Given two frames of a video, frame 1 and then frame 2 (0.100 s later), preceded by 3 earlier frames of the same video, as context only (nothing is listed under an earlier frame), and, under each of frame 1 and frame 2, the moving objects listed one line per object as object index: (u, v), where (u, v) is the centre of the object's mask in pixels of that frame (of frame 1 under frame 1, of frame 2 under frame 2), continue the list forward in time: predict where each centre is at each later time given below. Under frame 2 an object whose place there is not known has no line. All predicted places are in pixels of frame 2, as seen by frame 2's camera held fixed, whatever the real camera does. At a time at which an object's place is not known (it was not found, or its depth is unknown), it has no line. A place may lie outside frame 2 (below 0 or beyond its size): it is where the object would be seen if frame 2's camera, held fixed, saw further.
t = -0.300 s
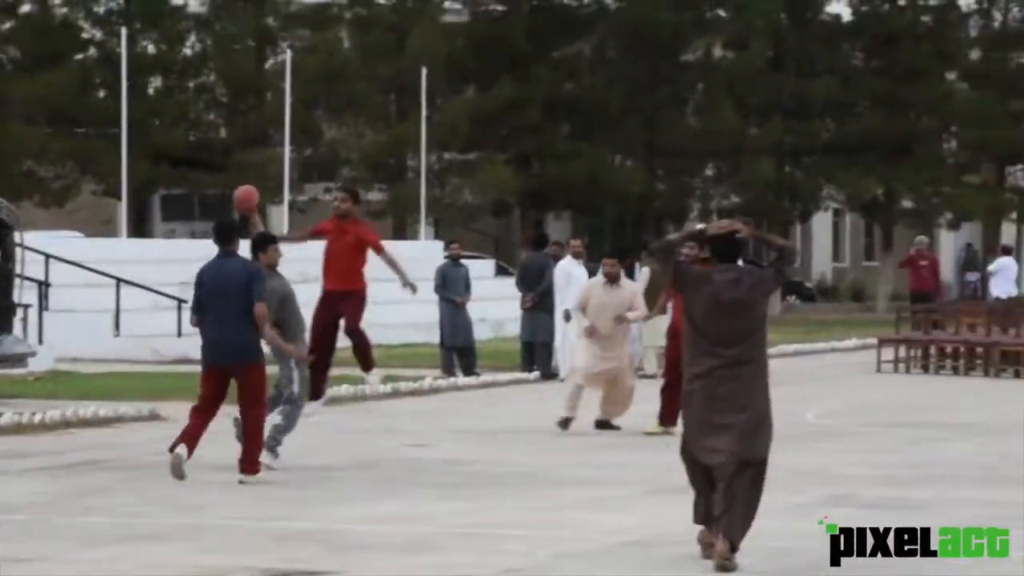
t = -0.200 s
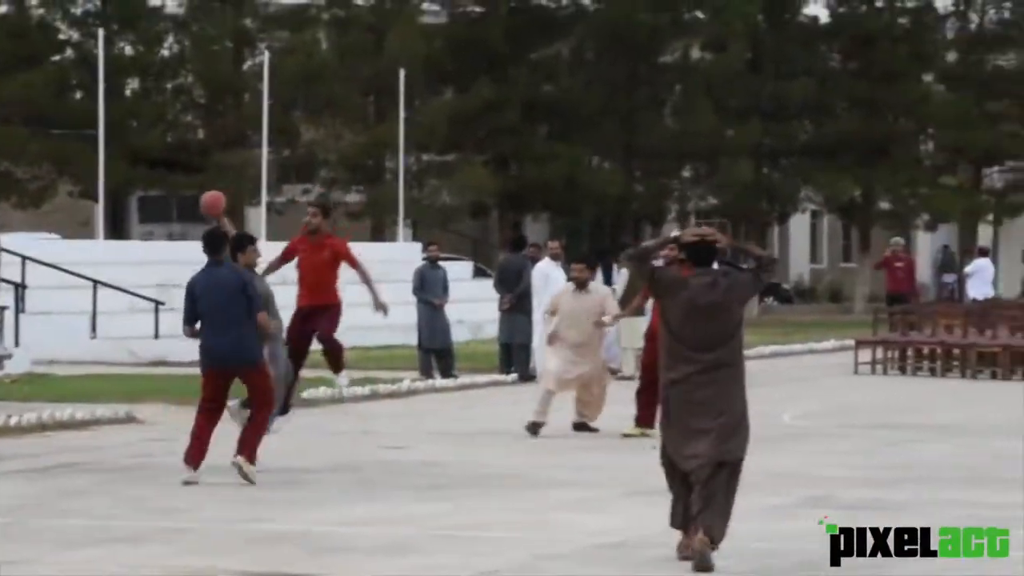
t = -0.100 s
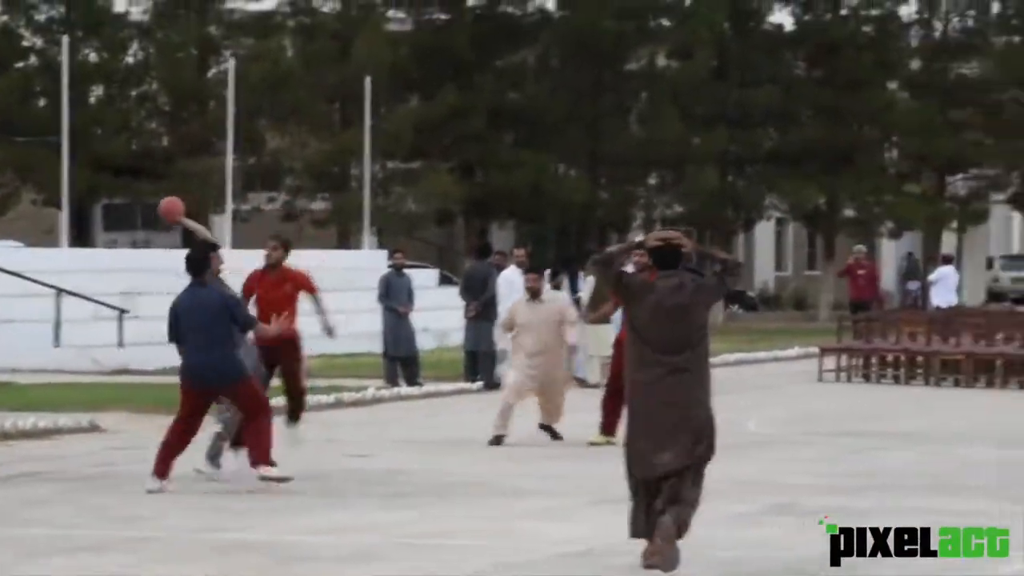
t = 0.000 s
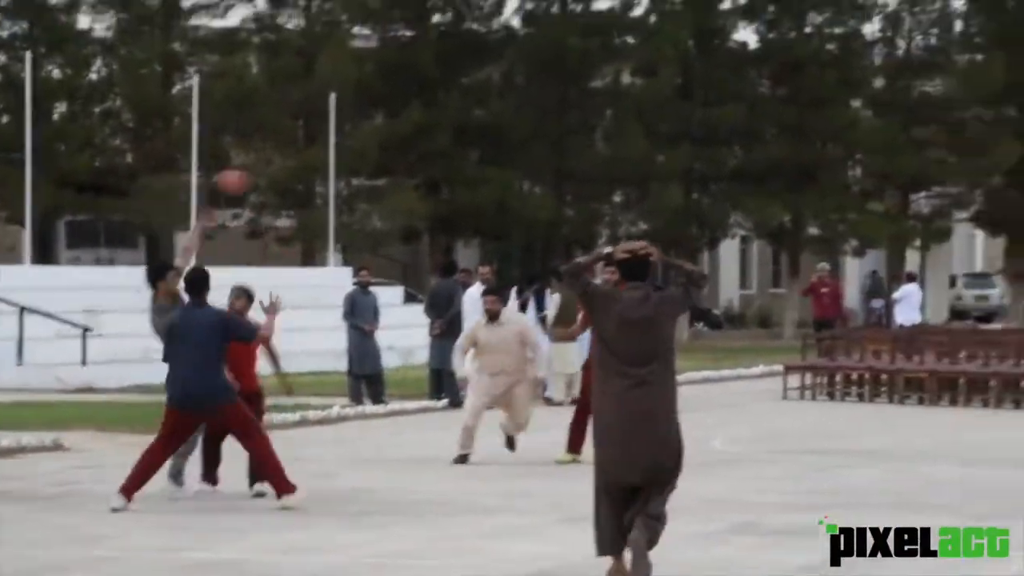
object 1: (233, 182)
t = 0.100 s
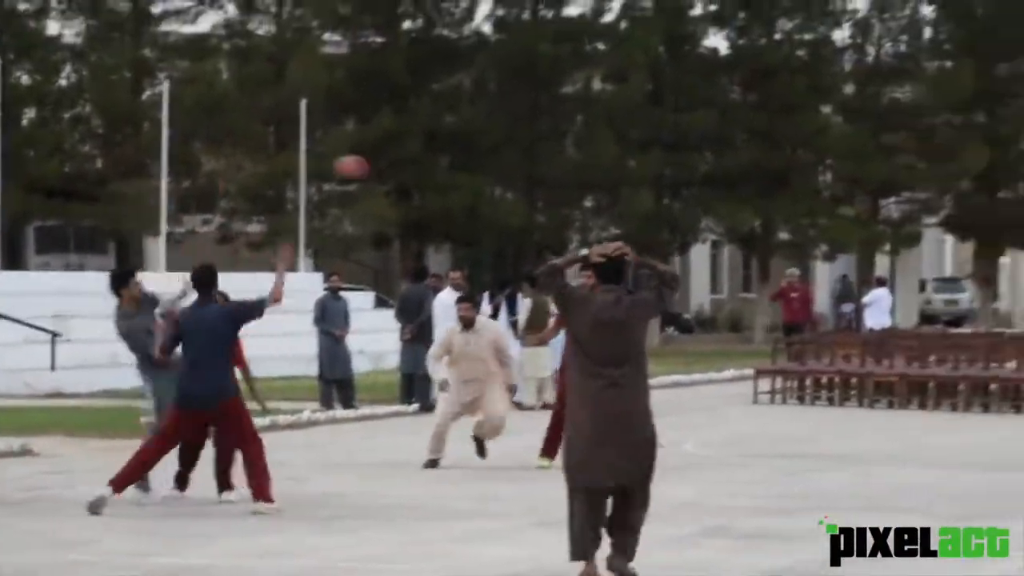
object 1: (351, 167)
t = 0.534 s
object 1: (985, 233)
